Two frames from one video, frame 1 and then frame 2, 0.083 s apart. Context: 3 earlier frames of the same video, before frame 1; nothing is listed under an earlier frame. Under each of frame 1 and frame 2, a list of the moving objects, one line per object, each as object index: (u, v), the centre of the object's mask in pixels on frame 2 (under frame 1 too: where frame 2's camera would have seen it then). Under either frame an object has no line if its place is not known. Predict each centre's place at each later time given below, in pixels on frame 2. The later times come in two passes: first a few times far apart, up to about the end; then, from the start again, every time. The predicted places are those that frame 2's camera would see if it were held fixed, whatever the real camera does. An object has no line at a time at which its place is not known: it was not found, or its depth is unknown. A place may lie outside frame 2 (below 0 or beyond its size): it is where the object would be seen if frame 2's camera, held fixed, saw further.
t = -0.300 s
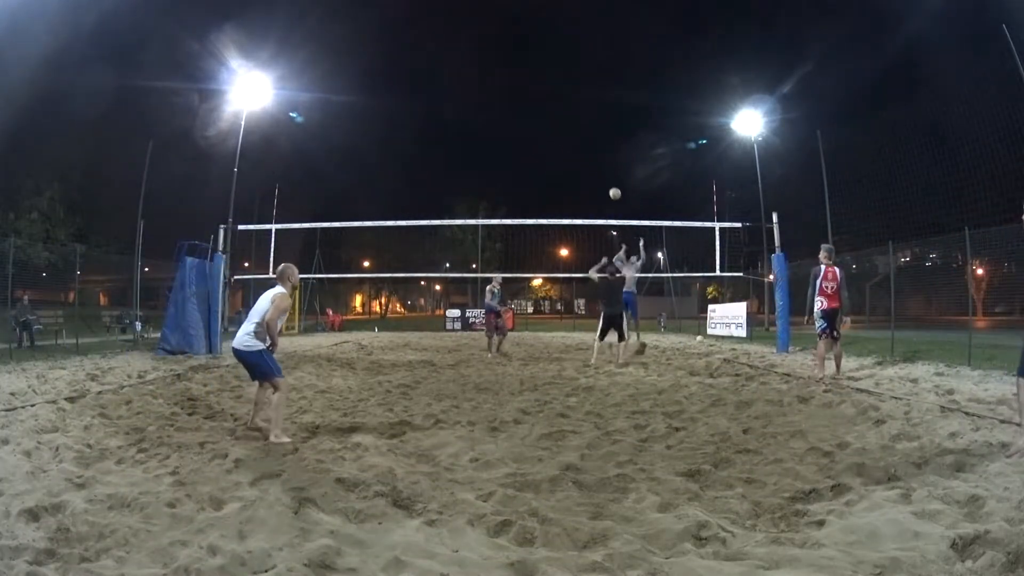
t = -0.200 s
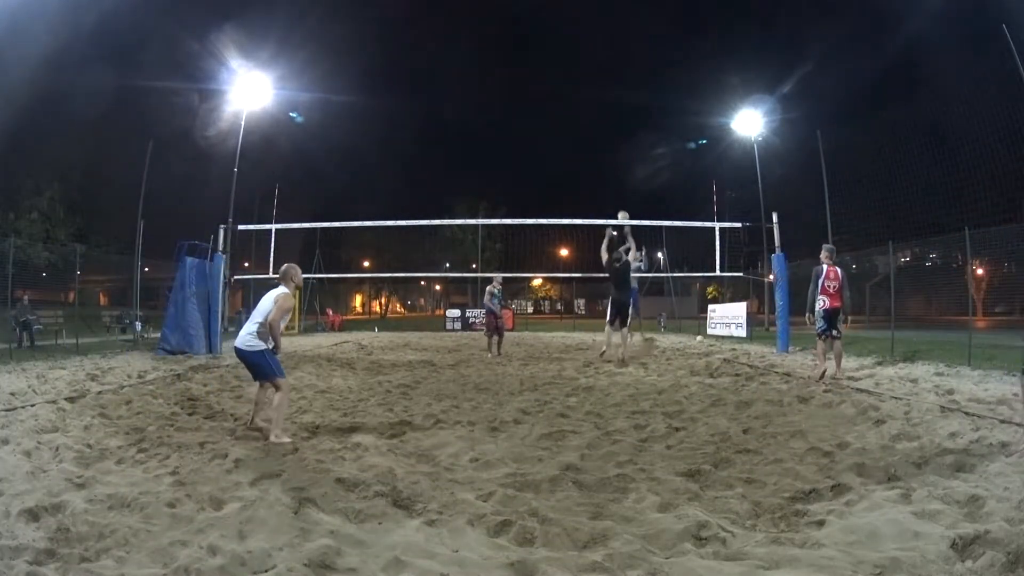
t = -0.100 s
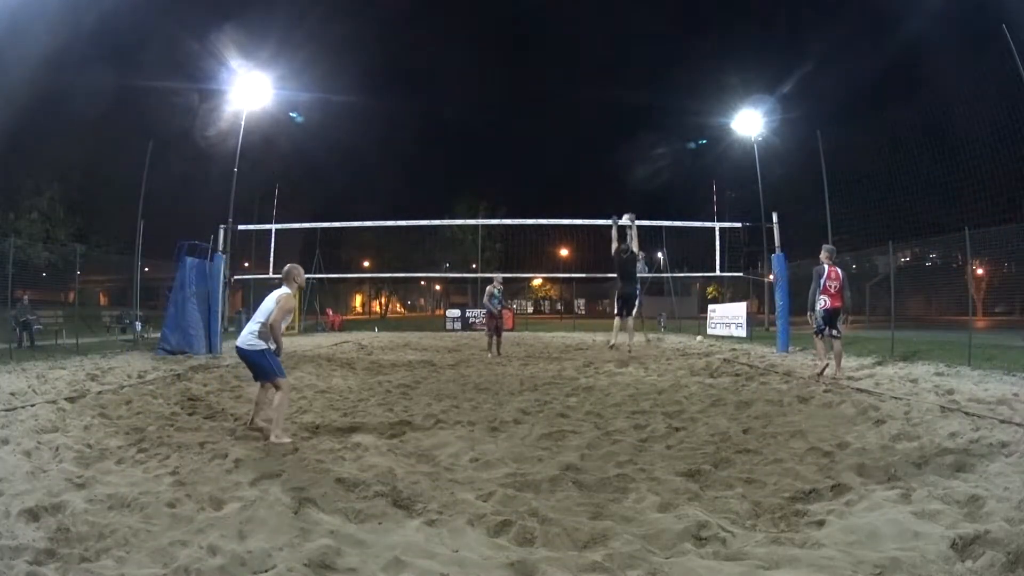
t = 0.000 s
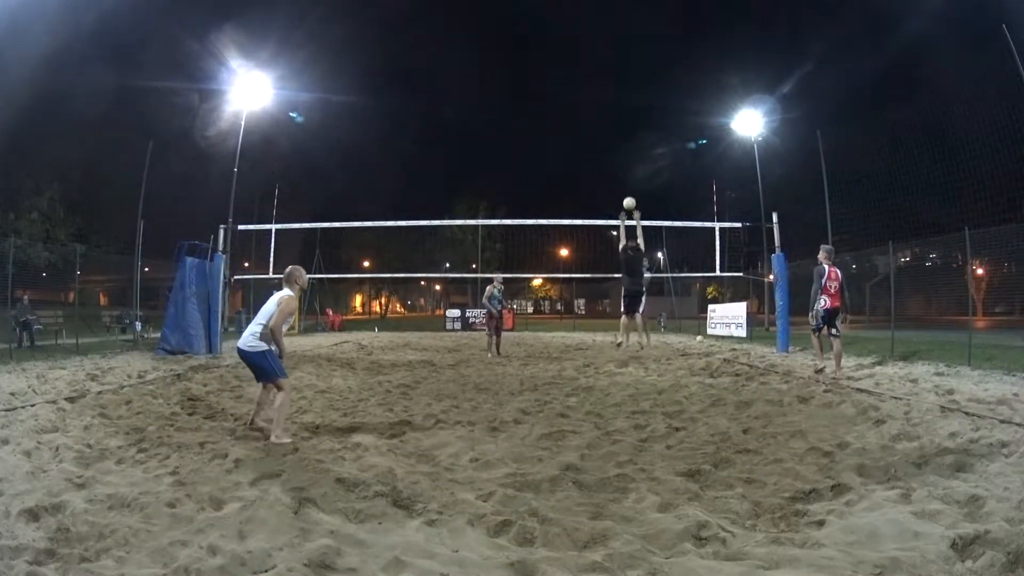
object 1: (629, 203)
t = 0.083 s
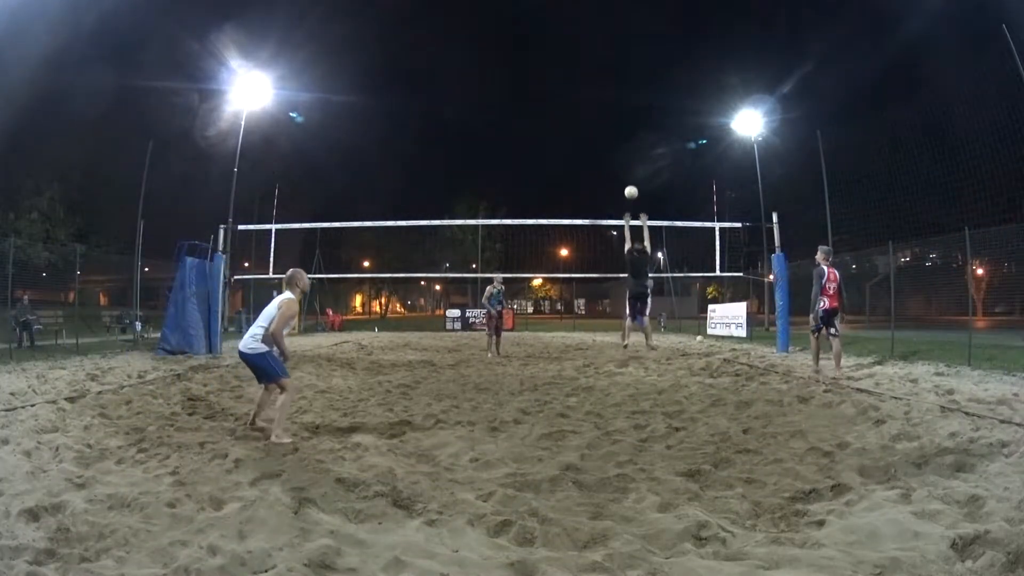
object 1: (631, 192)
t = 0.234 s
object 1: (636, 180)
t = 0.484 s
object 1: (647, 194)
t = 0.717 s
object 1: (668, 282)
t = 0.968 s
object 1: (706, 424)
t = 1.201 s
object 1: (764, 377)
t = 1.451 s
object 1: (835, 434)
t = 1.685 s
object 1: (907, 488)
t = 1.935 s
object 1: (979, 502)
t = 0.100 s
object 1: (632, 190)
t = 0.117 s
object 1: (632, 189)
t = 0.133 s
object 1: (632, 187)
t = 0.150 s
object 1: (633, 186)
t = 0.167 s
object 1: (633, 184)
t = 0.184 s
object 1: (634, 183)
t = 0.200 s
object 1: (635, 182)
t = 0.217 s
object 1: (635, 181)
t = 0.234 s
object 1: (636, 180)
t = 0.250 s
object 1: (636, 180)
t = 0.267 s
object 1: (637, 179)
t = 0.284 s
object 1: (638, 179)
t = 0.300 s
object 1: (638, 179)
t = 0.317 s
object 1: (639, 179)
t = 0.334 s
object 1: (640, 179)
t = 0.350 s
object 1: (640, 180)
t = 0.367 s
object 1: (641, 181)
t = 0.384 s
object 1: (642, 182)
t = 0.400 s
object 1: (642, 183)
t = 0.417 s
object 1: (643, 185)
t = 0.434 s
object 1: (644, 187)
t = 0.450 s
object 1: (645, 189)
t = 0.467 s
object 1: (646, 191)
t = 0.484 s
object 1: (647, 194)
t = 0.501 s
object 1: (648, 197)
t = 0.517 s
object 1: (649, 200)
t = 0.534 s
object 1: (651, 204)
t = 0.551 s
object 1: (652, 208)
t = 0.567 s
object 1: (653, 213)
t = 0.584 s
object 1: (655, 219)
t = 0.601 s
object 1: (656, 225)
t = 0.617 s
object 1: (658, 231)
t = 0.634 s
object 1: (659, 238)
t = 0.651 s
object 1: (661, 245)
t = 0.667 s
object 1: (663, 253)
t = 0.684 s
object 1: (665, 262)
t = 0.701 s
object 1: (667, 274)
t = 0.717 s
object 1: (668, 282)
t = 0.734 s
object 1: (670, 294)
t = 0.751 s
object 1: (671, 307)
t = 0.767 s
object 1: (674, 322)
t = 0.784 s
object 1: (676, 337)
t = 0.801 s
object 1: (678, 353)
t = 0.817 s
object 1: (680, 369)
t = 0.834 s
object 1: (681, 387)
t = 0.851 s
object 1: (683, 406)
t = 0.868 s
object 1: (685, 427)
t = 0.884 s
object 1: (686, 448)
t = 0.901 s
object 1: (689, 449)
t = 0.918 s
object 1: (693, 443)
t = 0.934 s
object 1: (697, 436)
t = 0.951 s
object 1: (701, 430)
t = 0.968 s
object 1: (706, 424)
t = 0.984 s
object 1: (709, 418)
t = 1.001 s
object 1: (713, 414)
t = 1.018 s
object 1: (717, 408)
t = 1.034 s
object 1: (721, 404)
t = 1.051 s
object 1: (725, 399)
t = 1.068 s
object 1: (731, 395)
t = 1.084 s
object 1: (734, 391)
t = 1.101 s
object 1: (738, 388)
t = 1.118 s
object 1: (742, 386)
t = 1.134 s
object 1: (746, 383)
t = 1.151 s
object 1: (751, 381)
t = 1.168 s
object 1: (756, 379)
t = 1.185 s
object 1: (760, 378)
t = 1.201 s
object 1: (764, 377)
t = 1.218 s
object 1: (769, 378)
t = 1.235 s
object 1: (774, 378)
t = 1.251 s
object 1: (778, 379)
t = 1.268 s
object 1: (782, 379)
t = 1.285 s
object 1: (788, 382)
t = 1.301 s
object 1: (792, 384)
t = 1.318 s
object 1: (797, 388)
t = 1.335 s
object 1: (802, 391)
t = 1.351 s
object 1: (807, 395)
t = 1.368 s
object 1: (812, 400)
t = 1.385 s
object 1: (816, 406)
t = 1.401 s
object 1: (821, 411)
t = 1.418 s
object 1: (826, 418)
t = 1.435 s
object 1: (831, 428)
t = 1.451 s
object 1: (835, 434)
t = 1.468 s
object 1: (839, 441)
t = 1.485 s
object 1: (845, 451)
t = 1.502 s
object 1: (849, 463)
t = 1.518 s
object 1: (852, 472)
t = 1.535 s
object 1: (856, 484)
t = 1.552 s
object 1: (860, 496)
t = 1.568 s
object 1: (866, 496)
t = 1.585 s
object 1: (871, 494)
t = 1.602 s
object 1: (878, 490)
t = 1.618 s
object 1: (883, 490)
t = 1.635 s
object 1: (890, 487)
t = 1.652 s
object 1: (897, 488)
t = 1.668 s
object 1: (901, 488)
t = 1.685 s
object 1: (907, 488)
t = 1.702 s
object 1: (913, 489)
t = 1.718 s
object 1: (917, 491)
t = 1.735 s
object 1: (923, 492)
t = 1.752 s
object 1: (928, 495)
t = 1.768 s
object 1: (932, 500)
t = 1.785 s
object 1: (936, 503)
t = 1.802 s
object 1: (942, 504)
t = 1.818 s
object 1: (947, 504)
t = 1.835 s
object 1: (952, 503)
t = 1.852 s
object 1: (958, 504)
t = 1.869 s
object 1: (962, 504)
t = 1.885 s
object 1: (966, 505)
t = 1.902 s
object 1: (970, 503)
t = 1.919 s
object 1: (975, 503)
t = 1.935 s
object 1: (979, 502)
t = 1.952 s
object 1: (983, 501)
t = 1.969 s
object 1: (987, 500)
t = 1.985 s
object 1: (991, 501)
